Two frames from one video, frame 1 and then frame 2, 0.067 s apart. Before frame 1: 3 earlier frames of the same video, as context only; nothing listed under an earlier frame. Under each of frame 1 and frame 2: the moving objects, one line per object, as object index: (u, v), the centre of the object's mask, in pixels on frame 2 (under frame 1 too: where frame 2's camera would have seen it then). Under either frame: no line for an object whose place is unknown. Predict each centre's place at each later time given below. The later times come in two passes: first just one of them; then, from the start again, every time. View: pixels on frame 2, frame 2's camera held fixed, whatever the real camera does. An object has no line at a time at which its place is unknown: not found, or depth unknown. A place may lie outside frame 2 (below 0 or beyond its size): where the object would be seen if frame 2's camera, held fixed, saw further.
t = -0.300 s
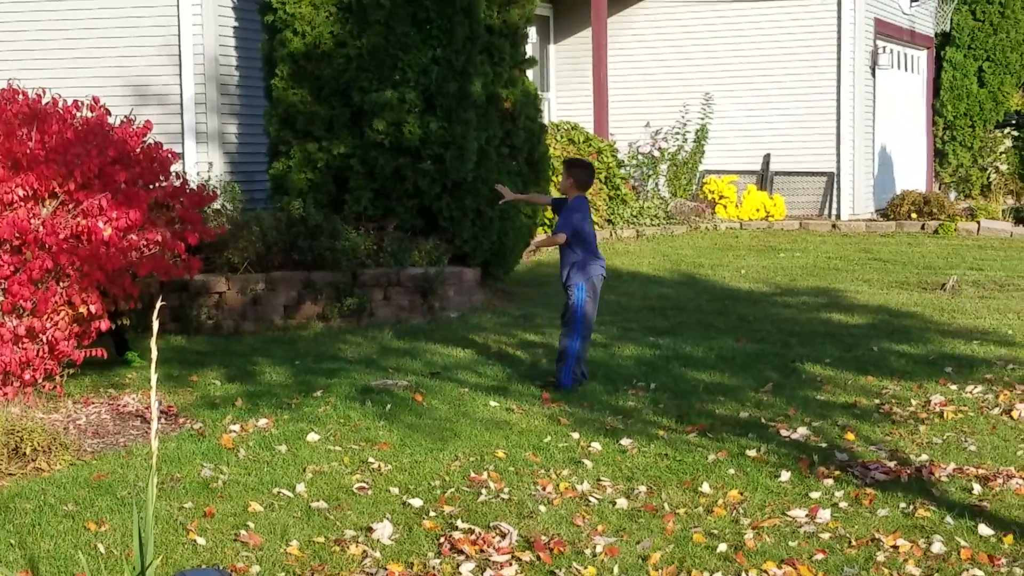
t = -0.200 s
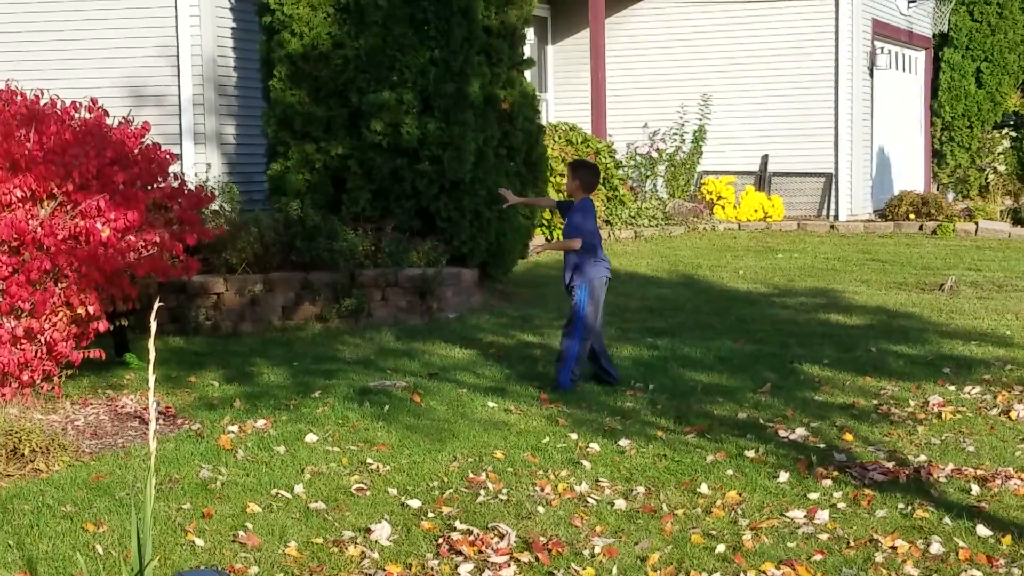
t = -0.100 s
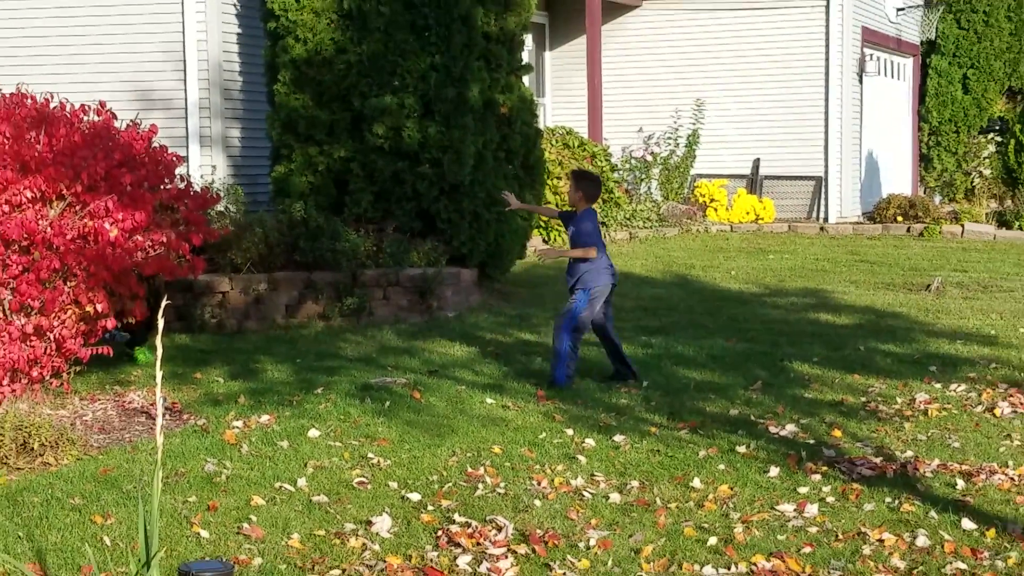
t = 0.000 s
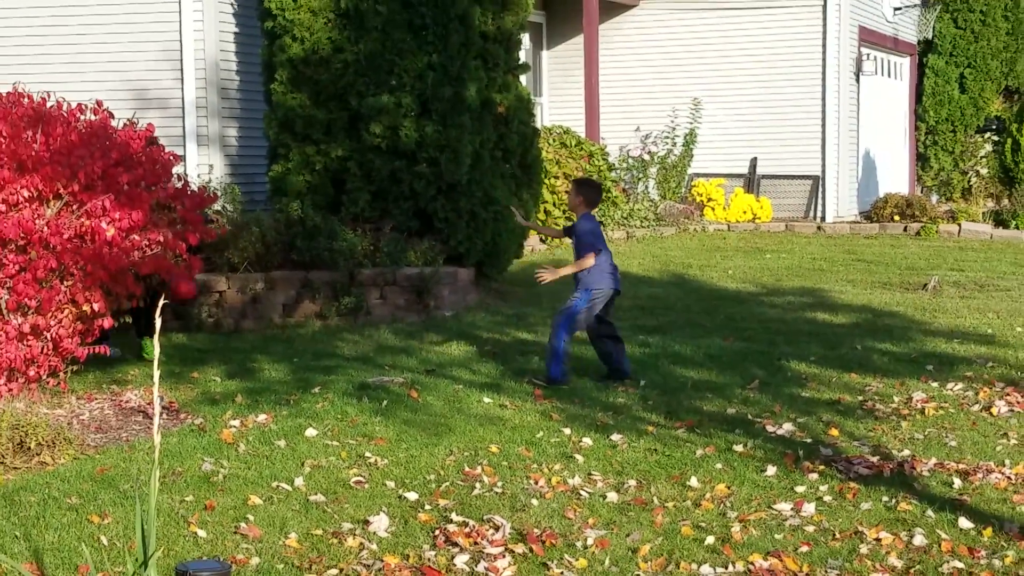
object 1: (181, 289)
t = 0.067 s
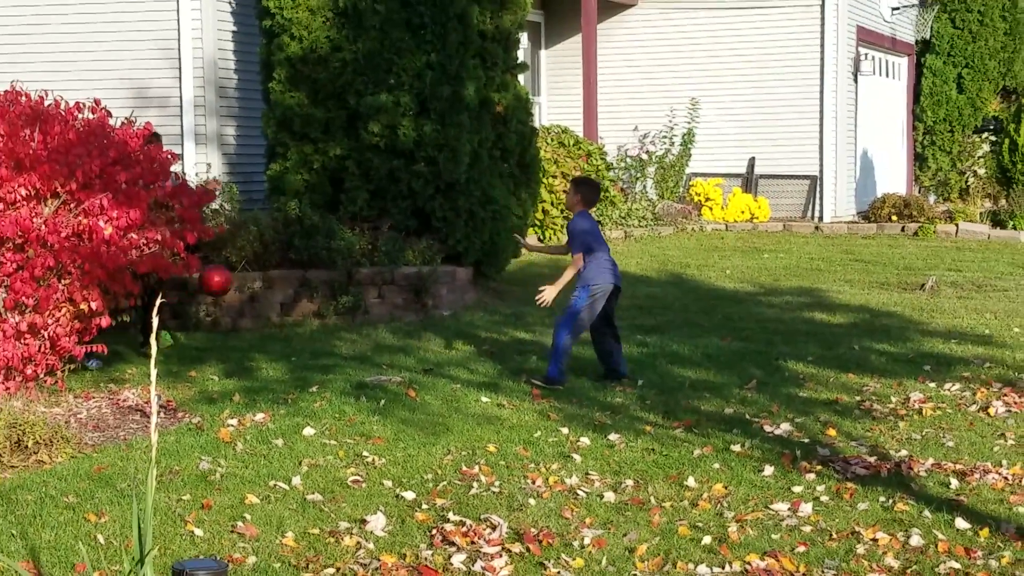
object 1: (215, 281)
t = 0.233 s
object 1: (309, 293)
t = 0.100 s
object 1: (235, 279)
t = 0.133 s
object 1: (253, 280)
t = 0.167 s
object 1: (273, 282)
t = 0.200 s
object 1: (291, 286)
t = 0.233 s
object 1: (309, 293)
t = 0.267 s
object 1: (329, 301)
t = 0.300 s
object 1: (347, 311)
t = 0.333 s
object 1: (366, 323)
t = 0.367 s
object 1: (386, 338)
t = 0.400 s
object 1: (406, 354)
